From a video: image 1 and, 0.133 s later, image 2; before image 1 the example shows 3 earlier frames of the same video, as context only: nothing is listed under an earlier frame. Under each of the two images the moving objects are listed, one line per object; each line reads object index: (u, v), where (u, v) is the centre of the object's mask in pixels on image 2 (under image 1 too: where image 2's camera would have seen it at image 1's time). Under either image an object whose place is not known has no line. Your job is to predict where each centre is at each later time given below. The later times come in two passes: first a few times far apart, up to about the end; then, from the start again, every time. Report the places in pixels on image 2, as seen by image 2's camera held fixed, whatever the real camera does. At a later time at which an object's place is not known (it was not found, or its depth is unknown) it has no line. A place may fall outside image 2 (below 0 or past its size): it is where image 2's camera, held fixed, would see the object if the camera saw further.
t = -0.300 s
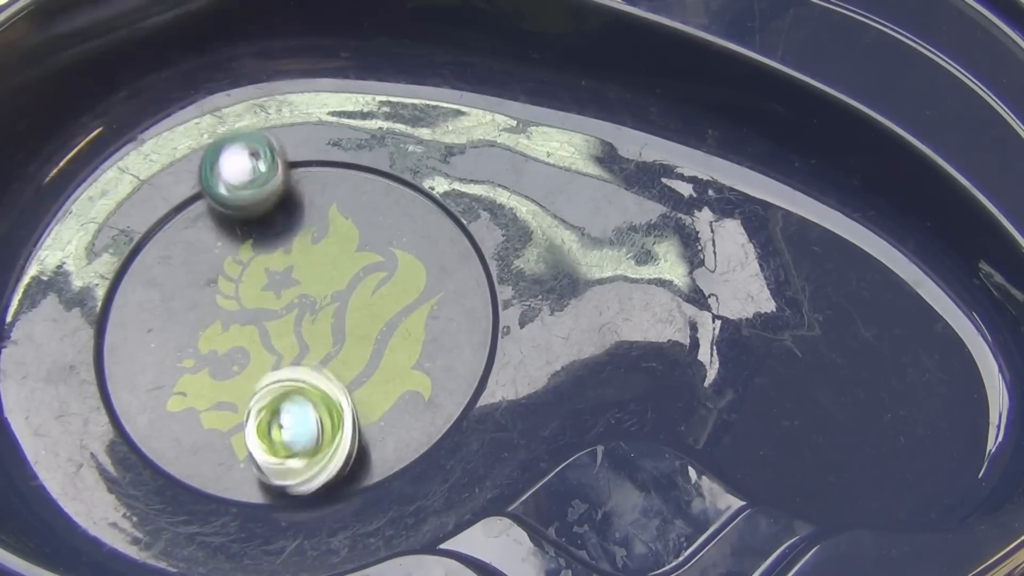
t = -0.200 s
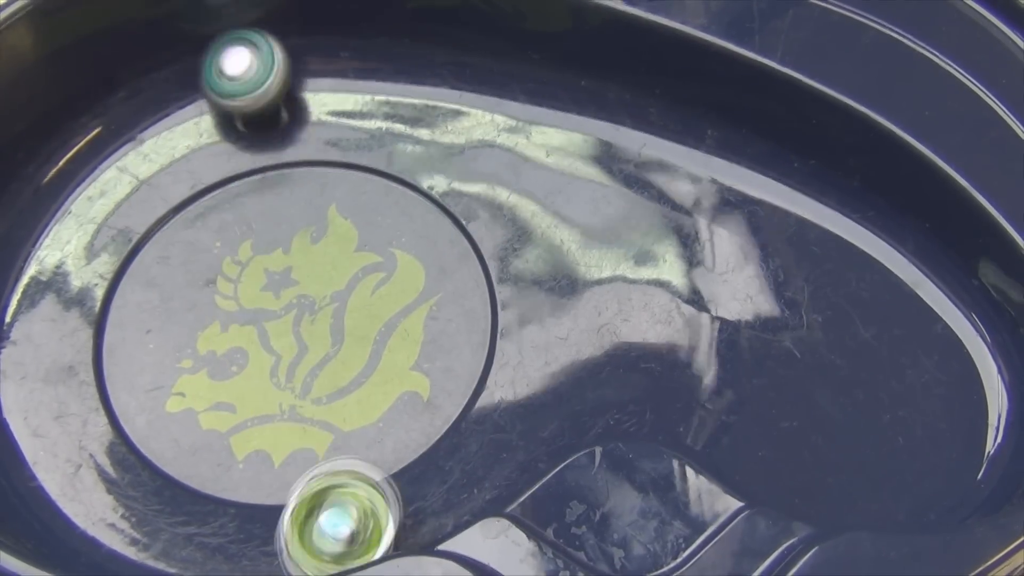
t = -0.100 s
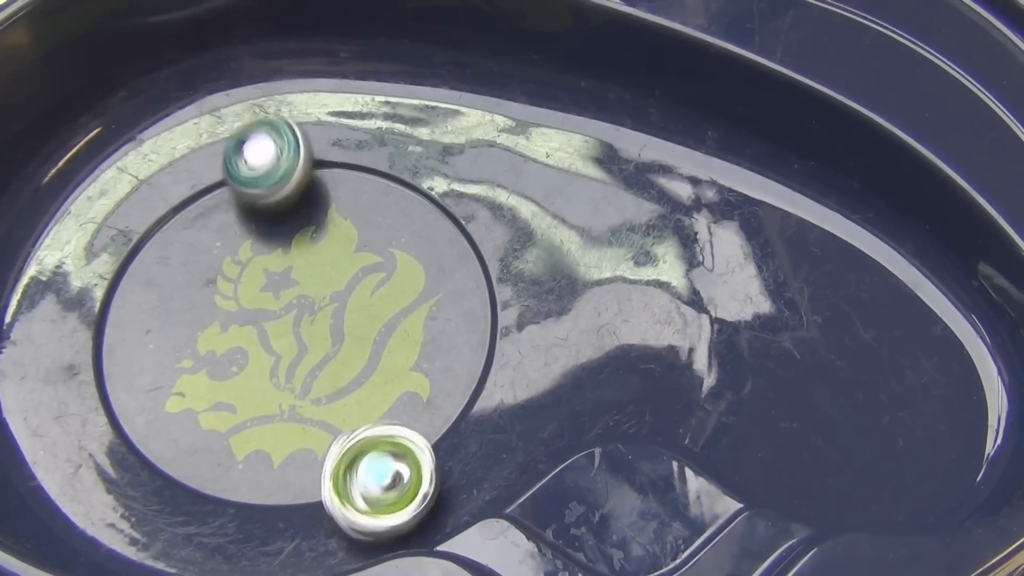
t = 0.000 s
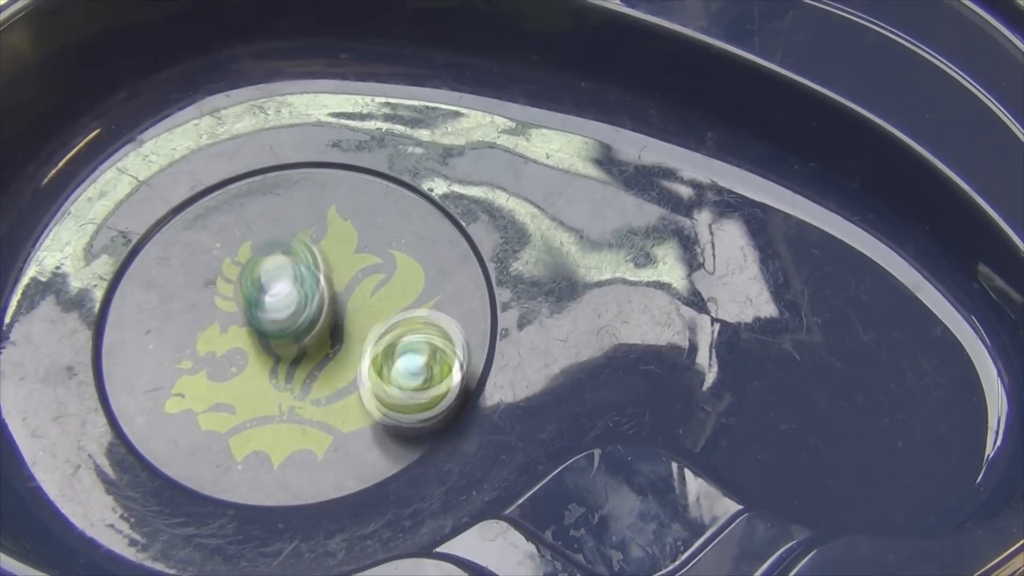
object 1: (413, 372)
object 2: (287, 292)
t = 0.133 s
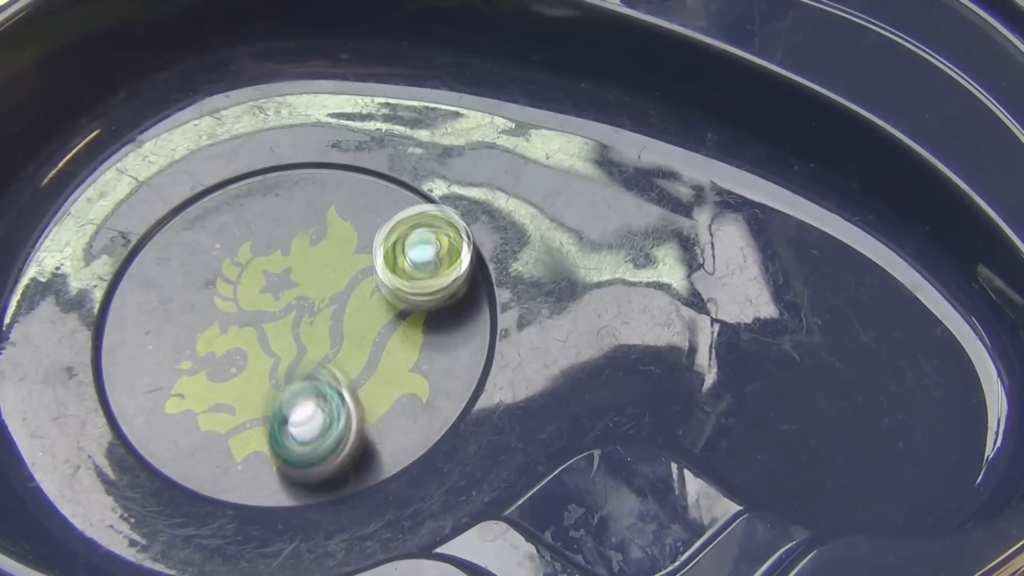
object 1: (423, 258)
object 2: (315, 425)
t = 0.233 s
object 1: (411, 197)
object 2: (354, 490)
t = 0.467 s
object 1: (369, 185)
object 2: (411, 502)
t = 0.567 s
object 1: (362, 189)
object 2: (405, 486)
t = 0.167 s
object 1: (423, 236)
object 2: (328, 458)
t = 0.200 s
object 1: (416, 206)
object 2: (346, 481)
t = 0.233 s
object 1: (411, 197)
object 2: (354, 490)
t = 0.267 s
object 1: (402, 186)
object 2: (366, 499)
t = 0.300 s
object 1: (393, 180)
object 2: (379, 504)
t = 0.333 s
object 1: (385, 178)
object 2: (393, 507)
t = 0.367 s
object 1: (379, 179)
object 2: (401, 508)
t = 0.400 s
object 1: (374, 181)
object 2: (408, 506)
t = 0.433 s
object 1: (372, 183)
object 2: (409, 505)
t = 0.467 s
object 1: (369, 185)
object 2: (411, 502)
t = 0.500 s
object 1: (366, 186)
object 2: (411, 497)
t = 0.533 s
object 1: (364, 188)
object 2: (409, 492)
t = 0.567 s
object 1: (362, 189)
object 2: (405, 486)
